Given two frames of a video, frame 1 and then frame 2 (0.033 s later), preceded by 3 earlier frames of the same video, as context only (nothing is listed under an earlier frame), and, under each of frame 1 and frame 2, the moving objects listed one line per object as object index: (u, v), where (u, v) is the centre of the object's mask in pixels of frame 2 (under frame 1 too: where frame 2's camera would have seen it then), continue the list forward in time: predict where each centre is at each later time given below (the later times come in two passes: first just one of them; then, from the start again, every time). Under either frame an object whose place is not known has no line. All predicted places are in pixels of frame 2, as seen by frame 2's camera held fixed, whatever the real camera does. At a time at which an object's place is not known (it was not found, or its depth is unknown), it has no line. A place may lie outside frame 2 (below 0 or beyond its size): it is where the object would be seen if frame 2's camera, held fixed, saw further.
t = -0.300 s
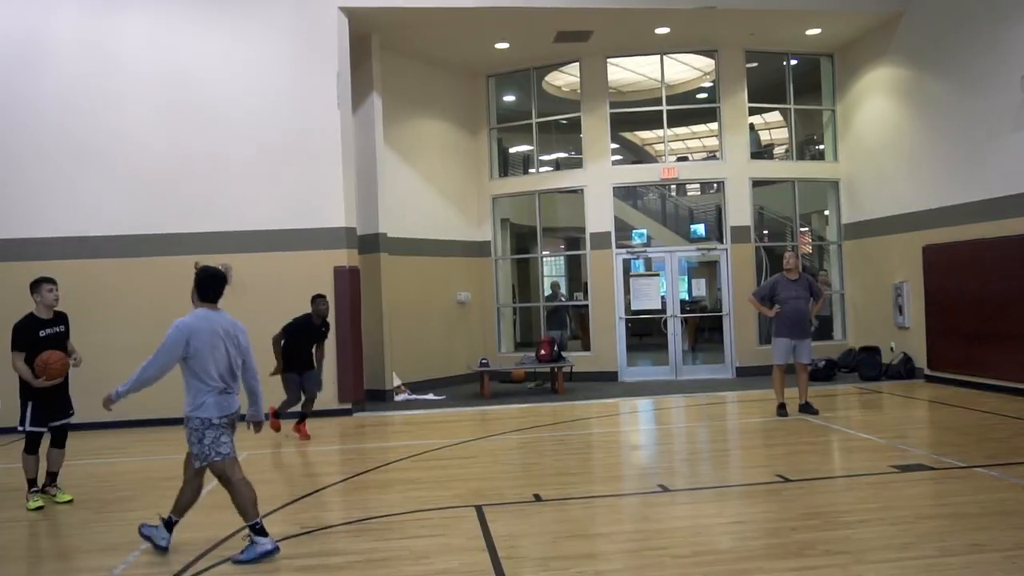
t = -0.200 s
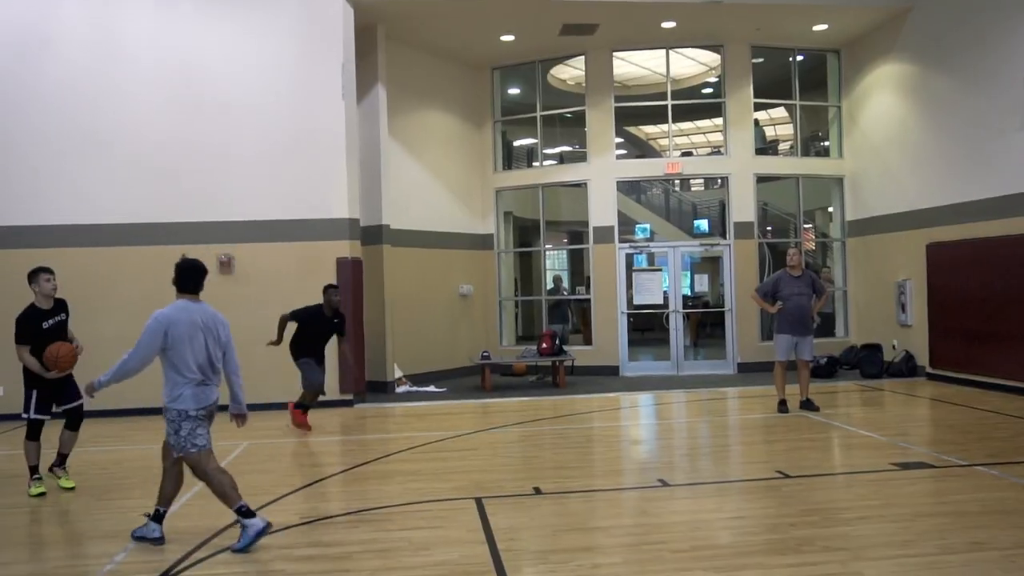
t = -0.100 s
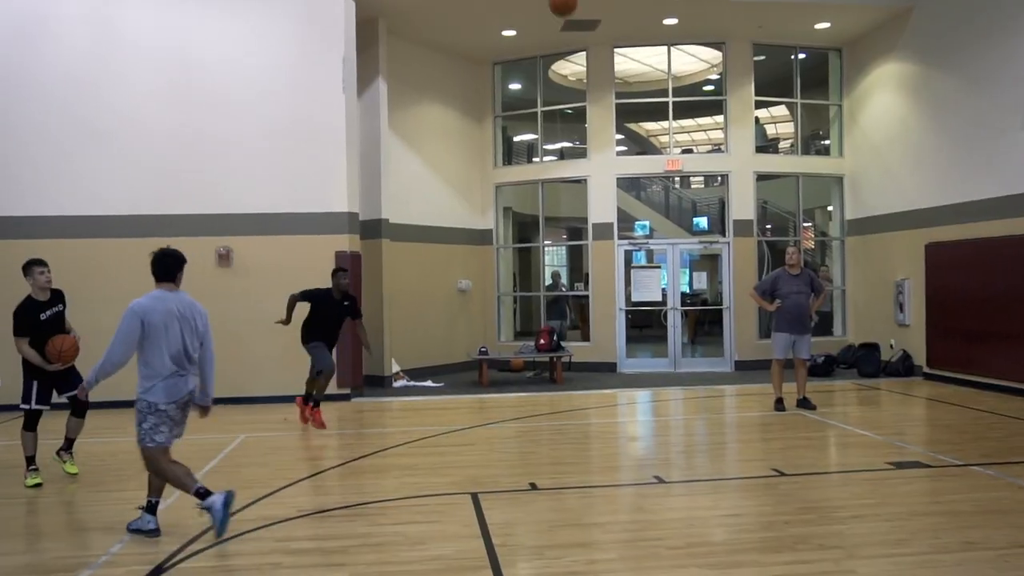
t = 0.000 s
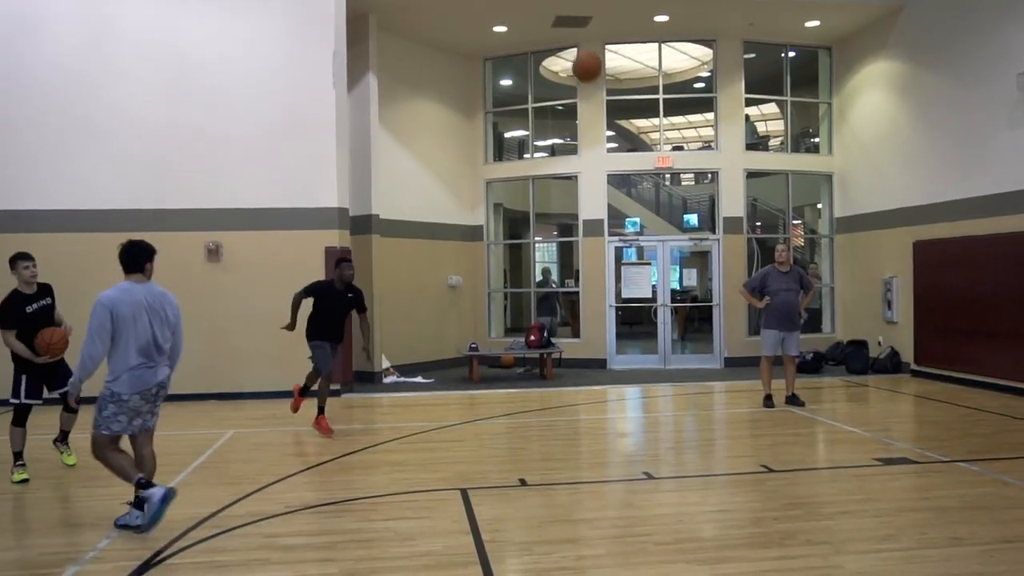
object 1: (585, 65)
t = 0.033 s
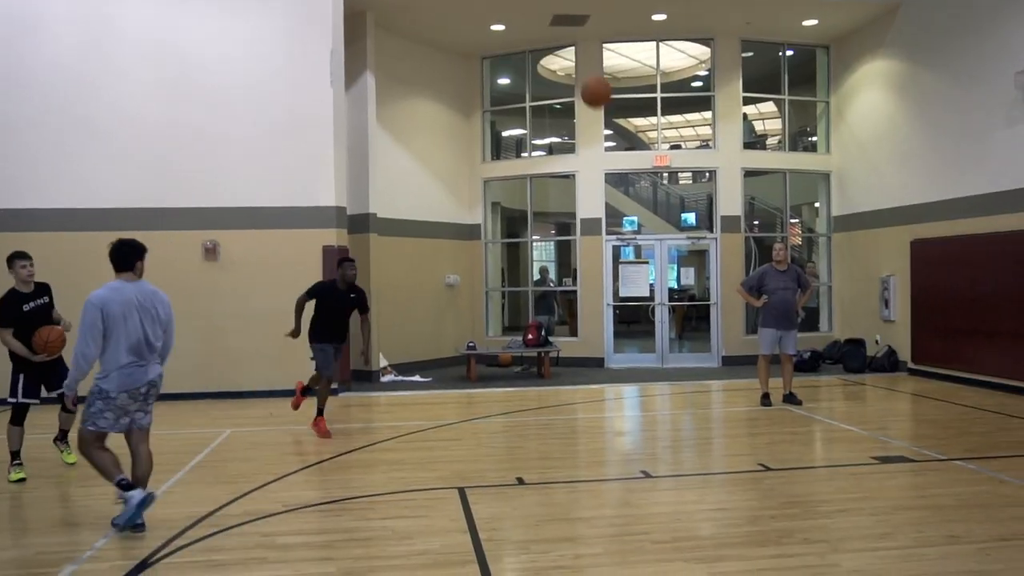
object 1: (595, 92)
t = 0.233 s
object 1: (670, 297)
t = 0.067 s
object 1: (608, 121)
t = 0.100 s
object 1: (620, 151)
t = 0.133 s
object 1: (631, 184)
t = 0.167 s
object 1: (644, 219)
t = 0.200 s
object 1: (657, 256)
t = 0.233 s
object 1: (670, 297)
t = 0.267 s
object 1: (682, 335)
